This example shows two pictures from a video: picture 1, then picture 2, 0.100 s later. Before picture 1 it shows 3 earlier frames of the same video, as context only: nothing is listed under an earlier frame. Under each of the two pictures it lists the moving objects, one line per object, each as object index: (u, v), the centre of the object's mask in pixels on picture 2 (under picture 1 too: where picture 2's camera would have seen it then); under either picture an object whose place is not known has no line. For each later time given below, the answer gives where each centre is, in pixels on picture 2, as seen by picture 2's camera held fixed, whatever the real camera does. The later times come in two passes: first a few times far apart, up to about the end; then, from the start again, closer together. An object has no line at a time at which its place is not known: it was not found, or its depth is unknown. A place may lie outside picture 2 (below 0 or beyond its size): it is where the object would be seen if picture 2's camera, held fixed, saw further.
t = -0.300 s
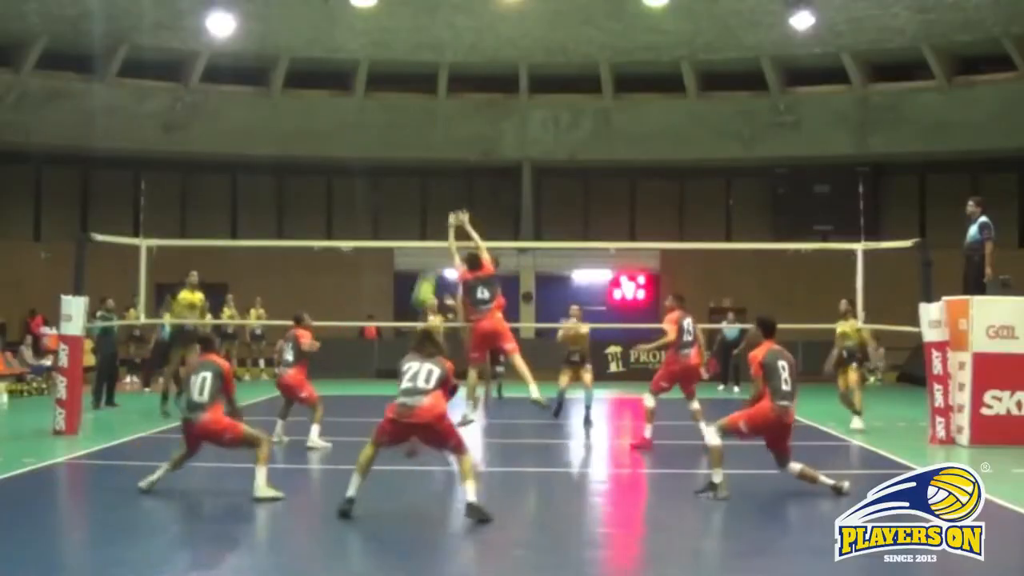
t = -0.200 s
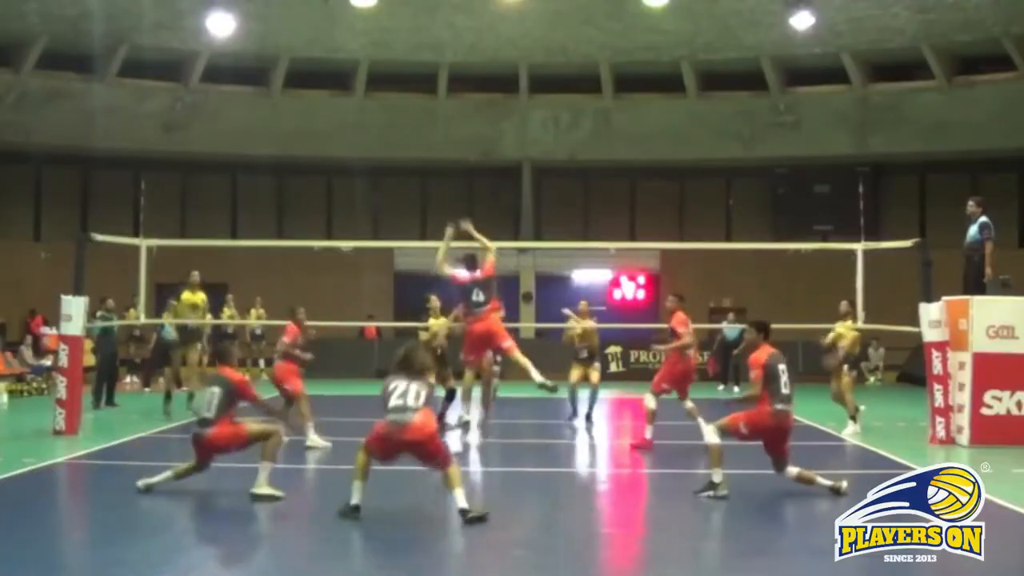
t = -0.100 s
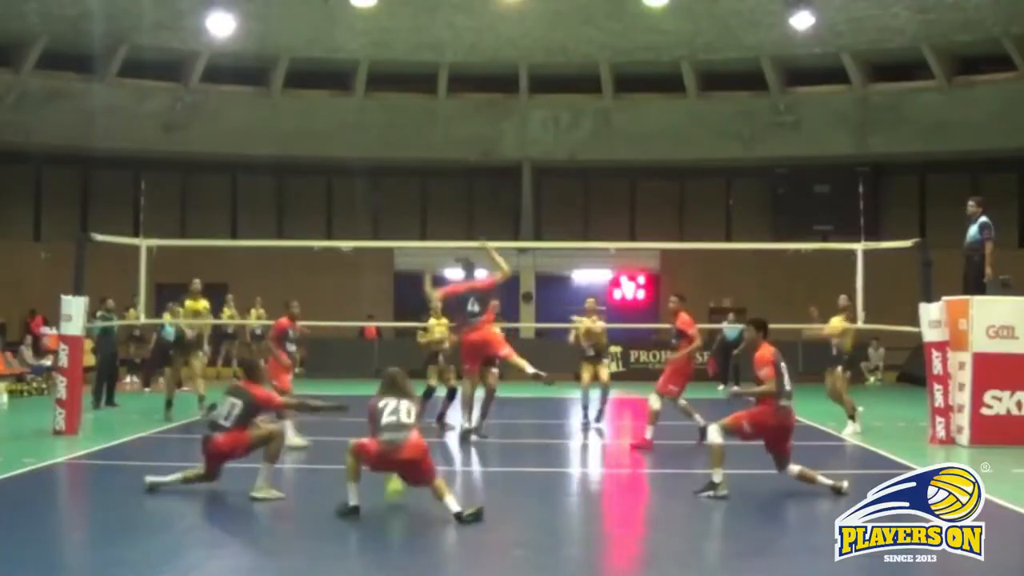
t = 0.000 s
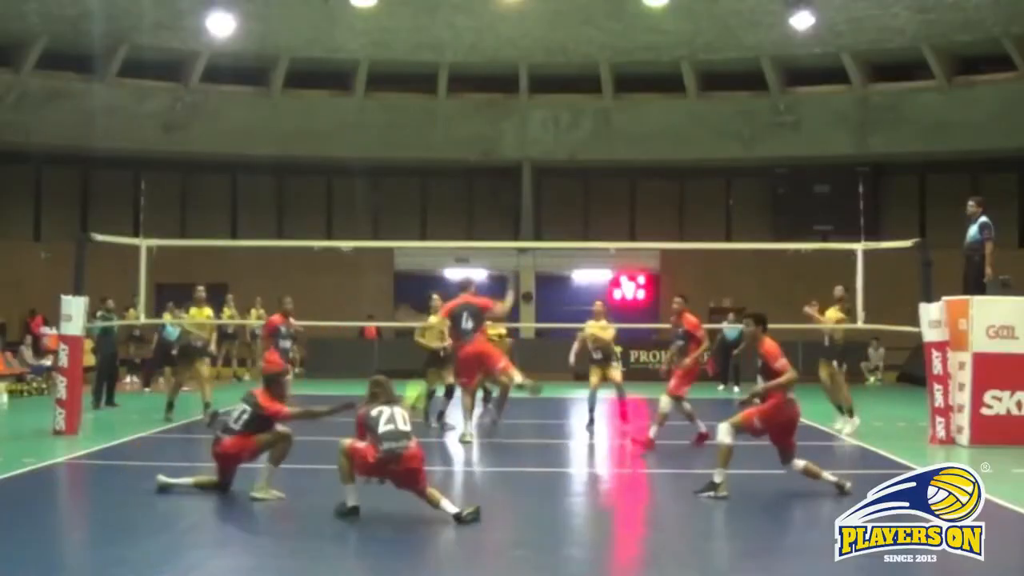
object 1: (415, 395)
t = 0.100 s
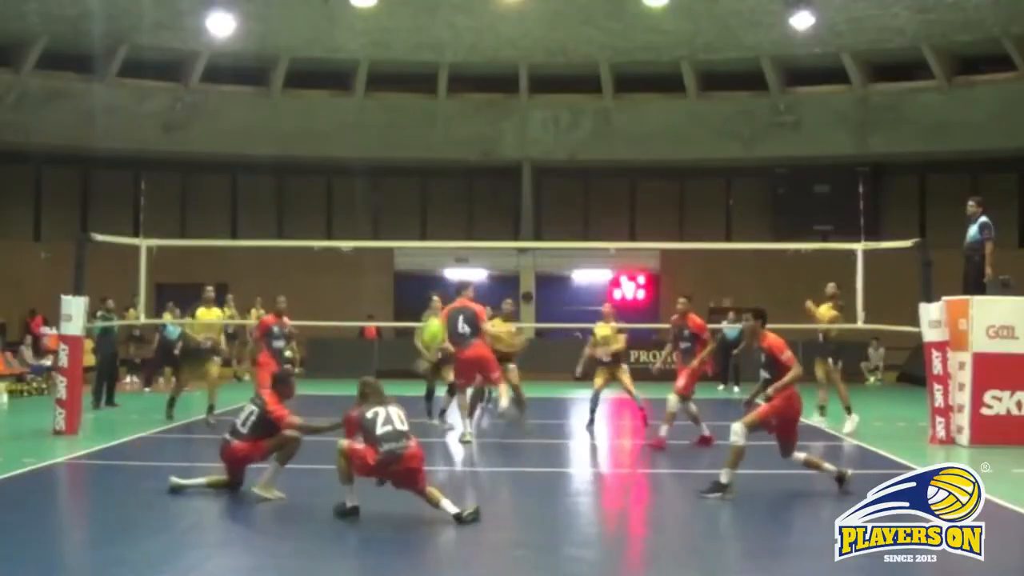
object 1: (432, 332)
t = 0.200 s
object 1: (450, 266)
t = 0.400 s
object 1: (481, 187)
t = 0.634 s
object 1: (519, 154)
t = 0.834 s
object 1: (551, 175)
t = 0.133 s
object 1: (436, 305)
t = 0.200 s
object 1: (450, 266)
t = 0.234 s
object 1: (455, 249)
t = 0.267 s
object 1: (460, 232)
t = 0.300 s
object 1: (465, 220)
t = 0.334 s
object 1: (472, 208)
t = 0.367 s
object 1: (477, 197)
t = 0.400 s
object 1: (481, 187)
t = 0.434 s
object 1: (488, 178)
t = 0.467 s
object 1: (494, 171)
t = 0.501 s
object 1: (498, 166)
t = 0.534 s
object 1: (503, 161)
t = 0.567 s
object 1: (509, 157)
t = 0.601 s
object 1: (515, 155)
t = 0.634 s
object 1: (519, 154)
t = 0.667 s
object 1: (524, 154)
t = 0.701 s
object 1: (531, 155)
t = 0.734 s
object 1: (536, 159)
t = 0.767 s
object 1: (541, 163)
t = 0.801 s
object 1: (546, 169)
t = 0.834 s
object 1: (551, 175)
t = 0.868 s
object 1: (557, 184)
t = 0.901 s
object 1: (561, 193)
